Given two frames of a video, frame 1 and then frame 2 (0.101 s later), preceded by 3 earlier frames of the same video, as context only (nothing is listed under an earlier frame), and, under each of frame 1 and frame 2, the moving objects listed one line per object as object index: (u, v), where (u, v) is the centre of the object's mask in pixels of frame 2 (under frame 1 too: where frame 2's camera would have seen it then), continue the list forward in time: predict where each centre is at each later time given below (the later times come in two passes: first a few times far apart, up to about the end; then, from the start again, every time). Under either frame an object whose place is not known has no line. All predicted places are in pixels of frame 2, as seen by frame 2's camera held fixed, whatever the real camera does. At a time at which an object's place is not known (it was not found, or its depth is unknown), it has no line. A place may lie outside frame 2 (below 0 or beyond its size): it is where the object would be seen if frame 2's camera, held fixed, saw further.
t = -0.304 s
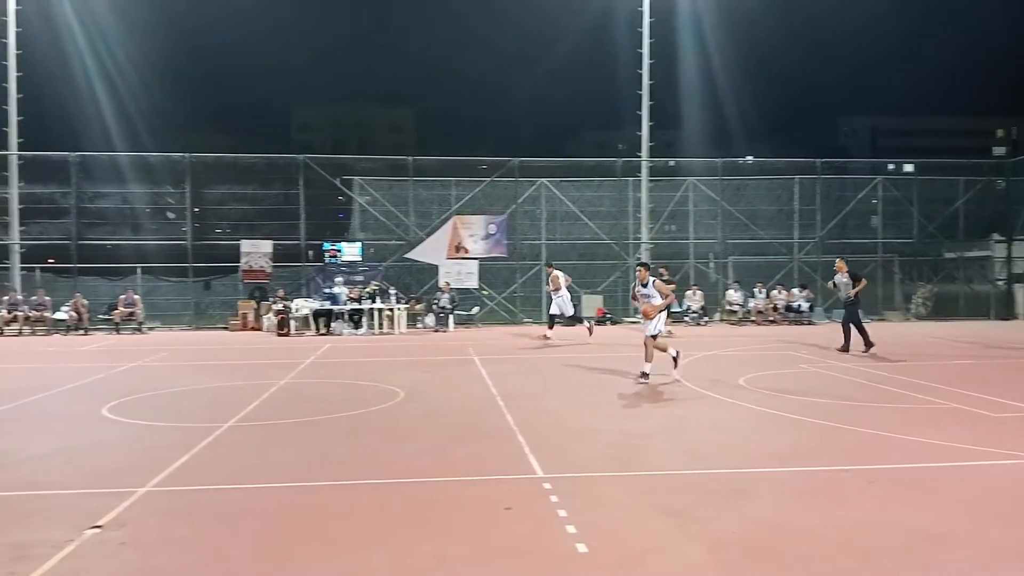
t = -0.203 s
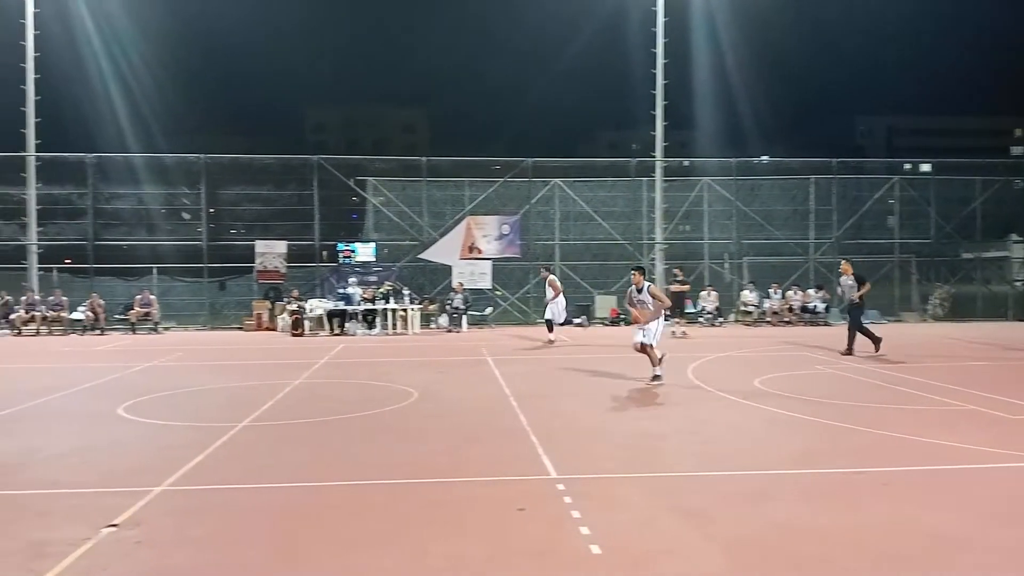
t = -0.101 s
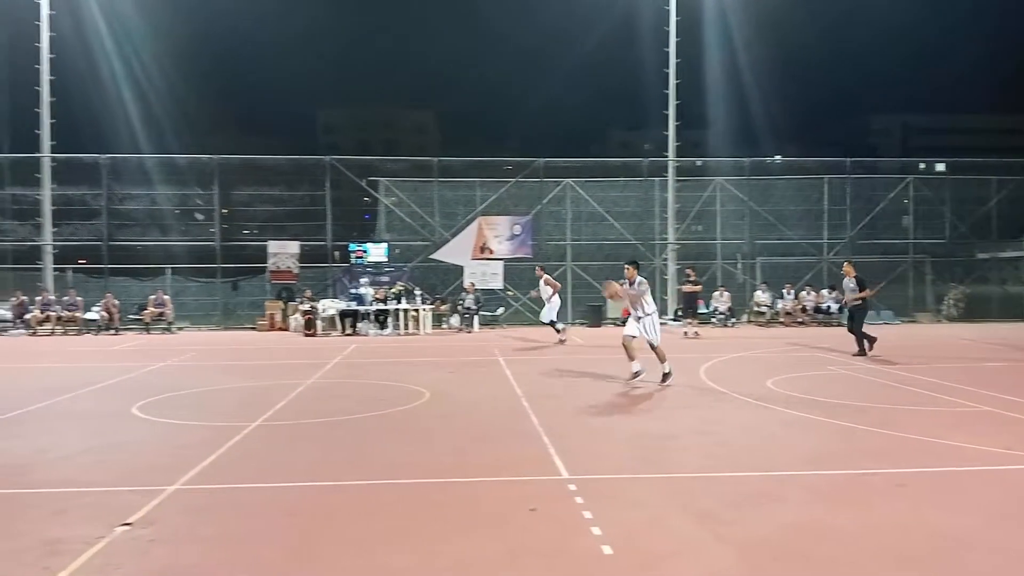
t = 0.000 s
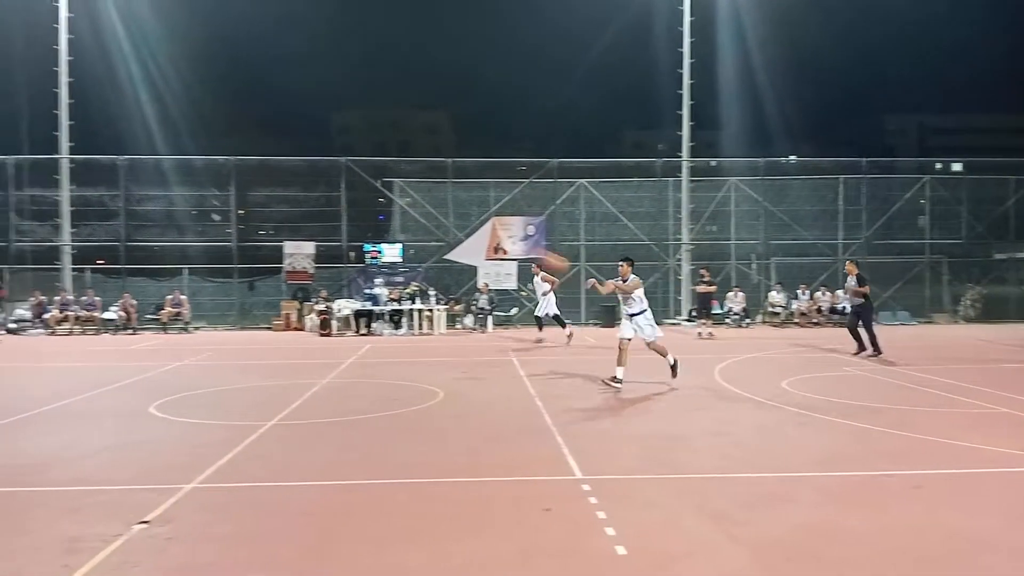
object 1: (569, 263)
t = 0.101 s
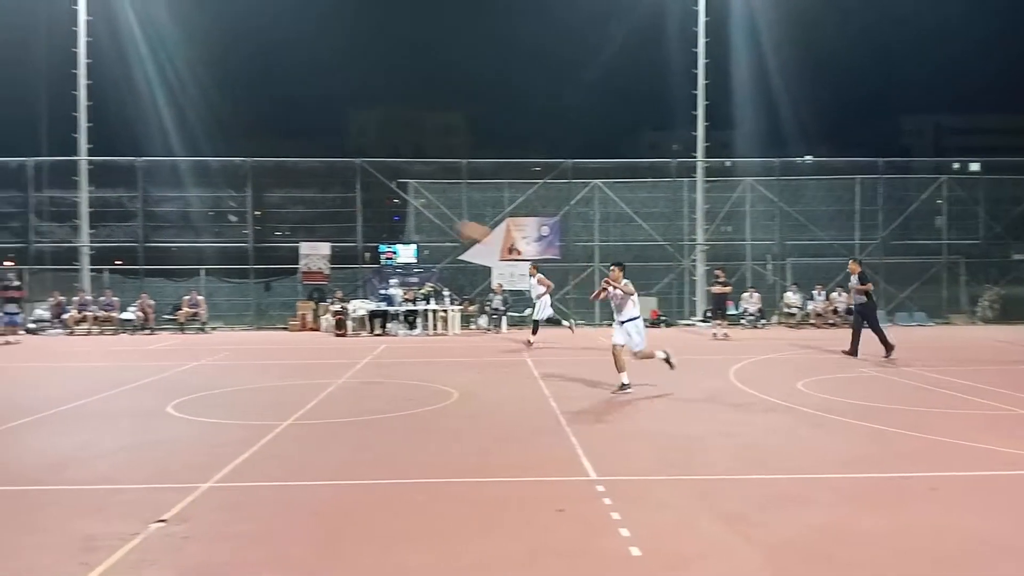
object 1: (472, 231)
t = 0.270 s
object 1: (293, 189)
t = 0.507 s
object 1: (-44, 149)
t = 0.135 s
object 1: (442, 223)
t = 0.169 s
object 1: (406, 213)
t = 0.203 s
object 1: (371, 205)
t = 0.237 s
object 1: (333, 197)
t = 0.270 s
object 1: (293, 189)
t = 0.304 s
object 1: (251, 181)
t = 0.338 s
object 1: (209, 175)
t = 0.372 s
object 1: (163, 168)
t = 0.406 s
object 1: (115, 163)
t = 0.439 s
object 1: (62, 158)
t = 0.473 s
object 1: (12, 154)
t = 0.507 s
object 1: (-44, 149)
